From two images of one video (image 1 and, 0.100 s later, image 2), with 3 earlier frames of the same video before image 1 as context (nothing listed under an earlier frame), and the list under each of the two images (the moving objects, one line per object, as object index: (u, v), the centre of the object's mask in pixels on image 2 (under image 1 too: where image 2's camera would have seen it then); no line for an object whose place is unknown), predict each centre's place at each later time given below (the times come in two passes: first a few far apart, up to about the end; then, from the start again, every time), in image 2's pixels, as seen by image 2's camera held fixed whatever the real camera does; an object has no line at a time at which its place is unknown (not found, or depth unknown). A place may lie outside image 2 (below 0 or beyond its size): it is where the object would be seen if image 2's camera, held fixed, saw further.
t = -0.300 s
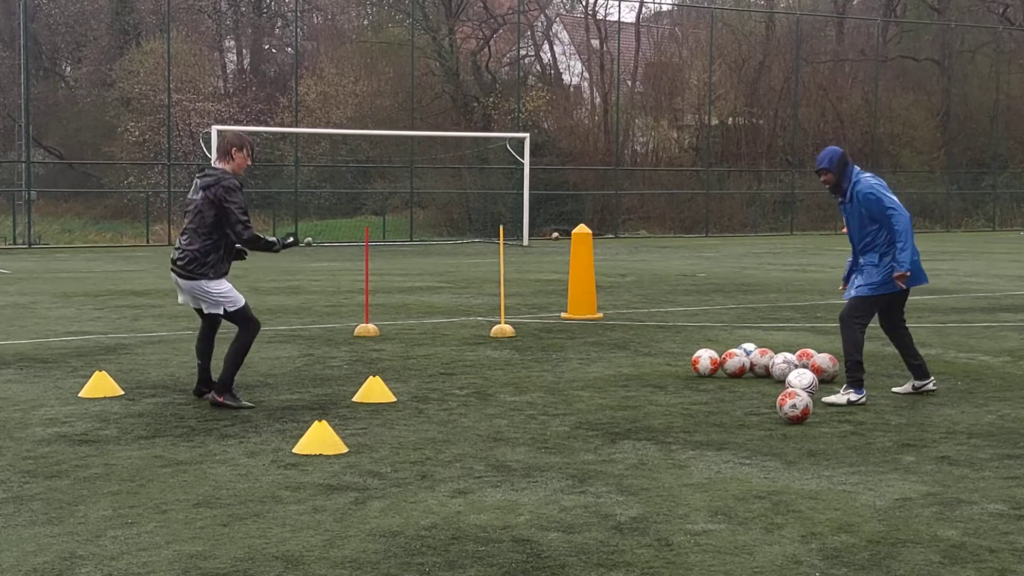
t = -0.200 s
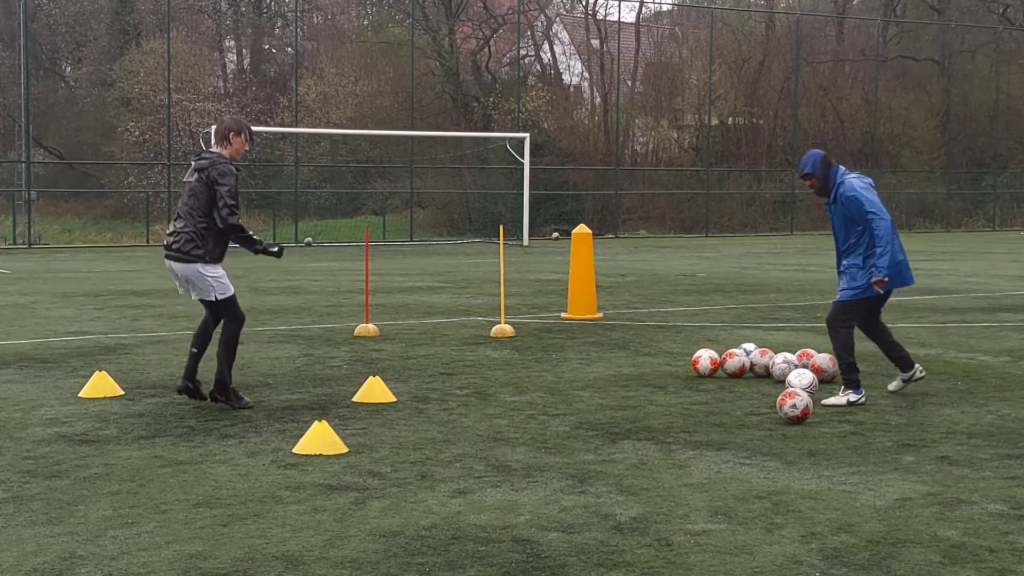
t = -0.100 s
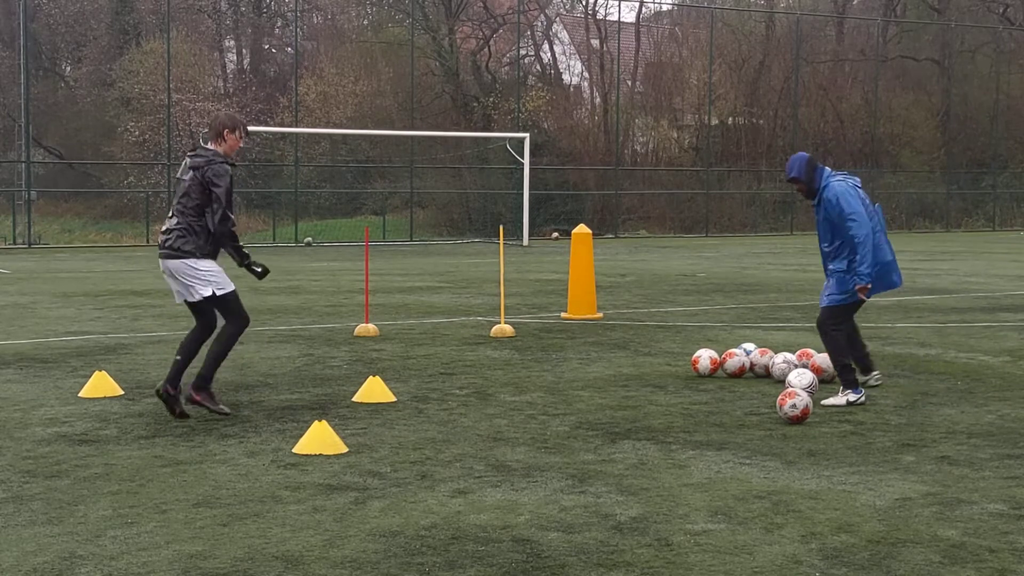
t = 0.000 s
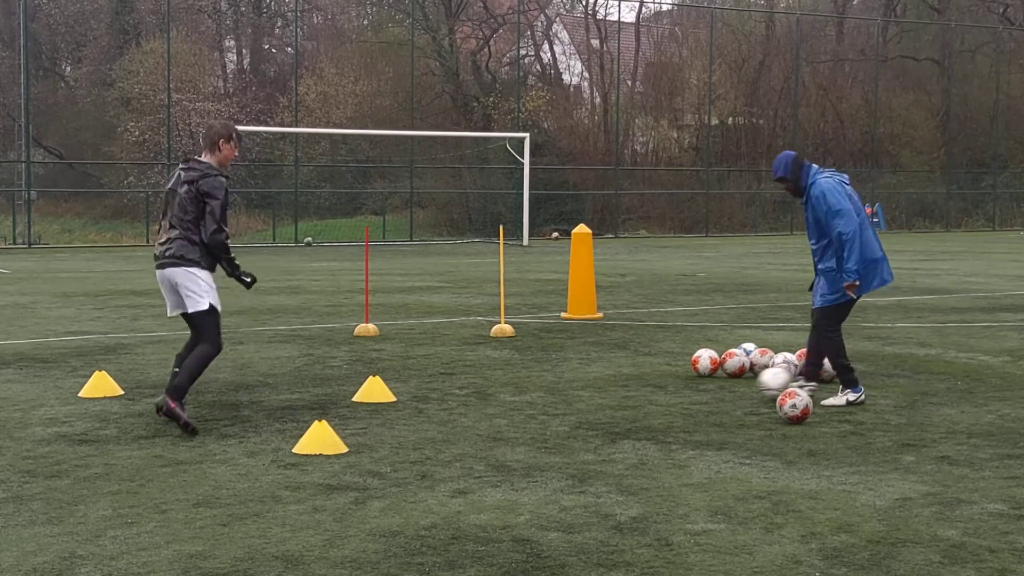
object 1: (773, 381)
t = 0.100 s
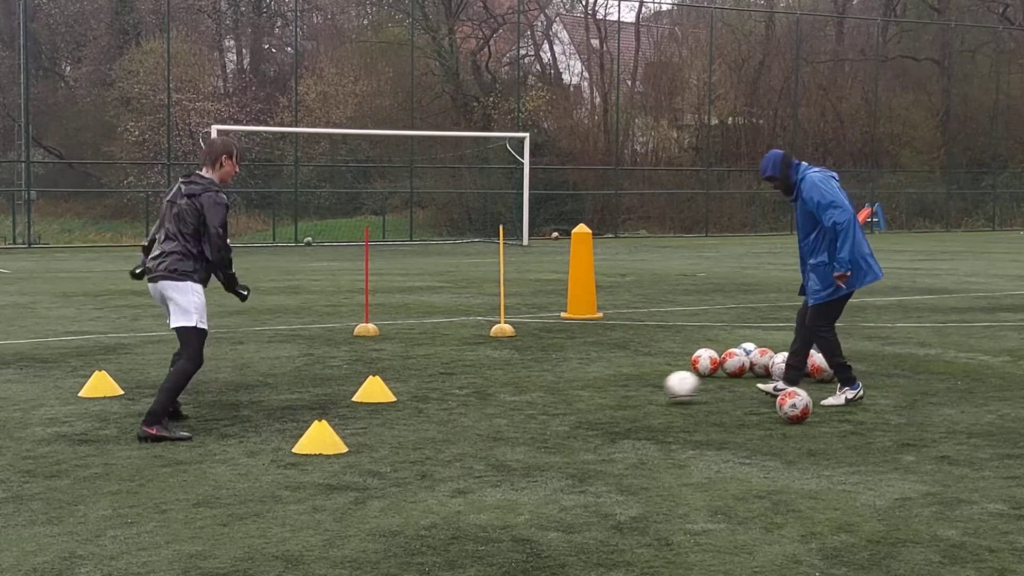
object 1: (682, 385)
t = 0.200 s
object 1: (596, 386)
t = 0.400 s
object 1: (439, 392)
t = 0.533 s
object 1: (348, 394)
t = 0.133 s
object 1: (652, 385)
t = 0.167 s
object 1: (623, 387)
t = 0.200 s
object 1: (596, 386)
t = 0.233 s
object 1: (569, 386)
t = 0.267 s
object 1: (542, 389)
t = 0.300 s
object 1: (514, 391)
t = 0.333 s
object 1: (489, 391)
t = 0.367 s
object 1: (463, 391)
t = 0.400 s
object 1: (439, 392)
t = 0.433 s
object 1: (415, 393)
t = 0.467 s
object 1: (393, 391)
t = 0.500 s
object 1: (370, 391)
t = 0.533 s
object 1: (348, 394)
